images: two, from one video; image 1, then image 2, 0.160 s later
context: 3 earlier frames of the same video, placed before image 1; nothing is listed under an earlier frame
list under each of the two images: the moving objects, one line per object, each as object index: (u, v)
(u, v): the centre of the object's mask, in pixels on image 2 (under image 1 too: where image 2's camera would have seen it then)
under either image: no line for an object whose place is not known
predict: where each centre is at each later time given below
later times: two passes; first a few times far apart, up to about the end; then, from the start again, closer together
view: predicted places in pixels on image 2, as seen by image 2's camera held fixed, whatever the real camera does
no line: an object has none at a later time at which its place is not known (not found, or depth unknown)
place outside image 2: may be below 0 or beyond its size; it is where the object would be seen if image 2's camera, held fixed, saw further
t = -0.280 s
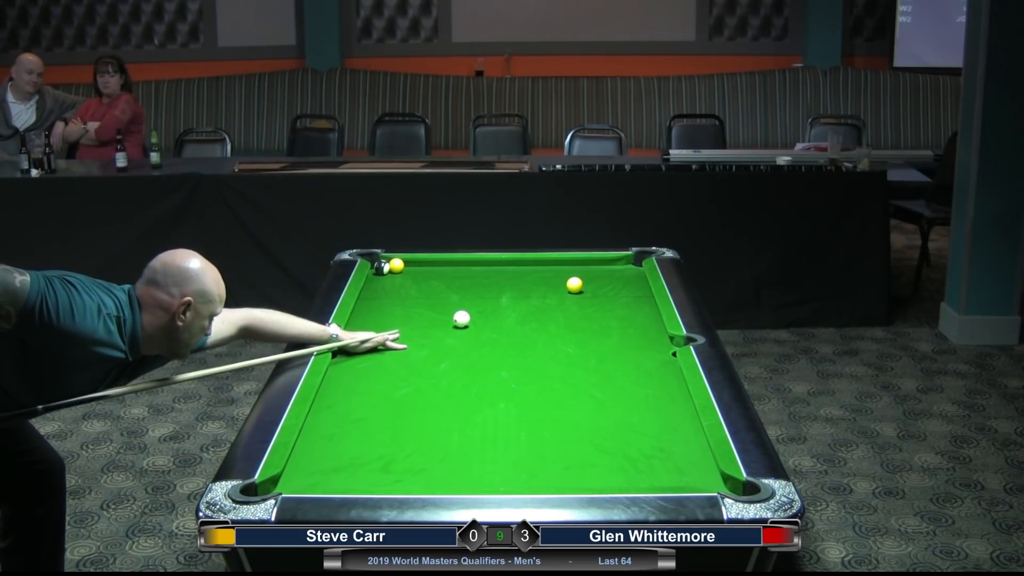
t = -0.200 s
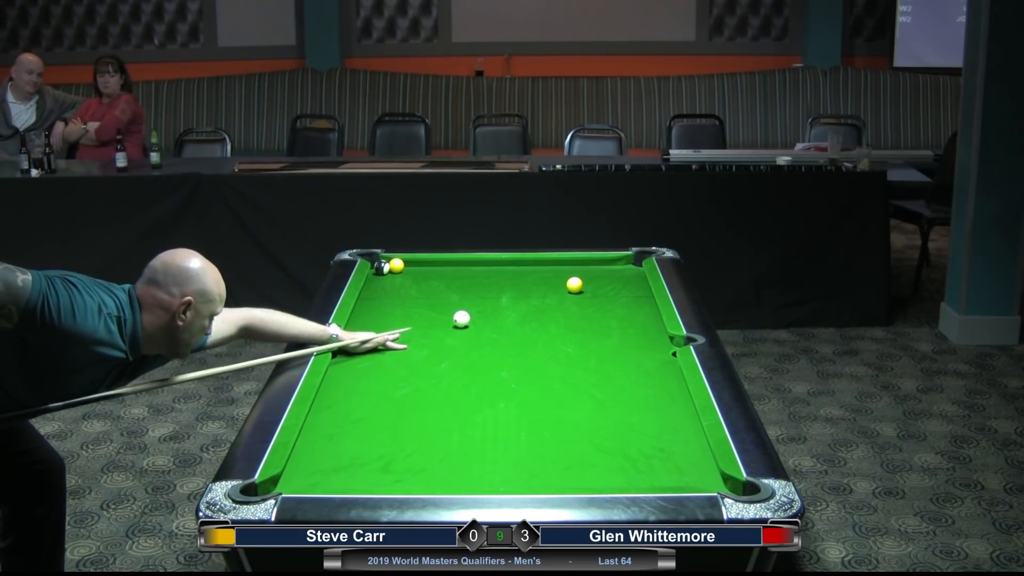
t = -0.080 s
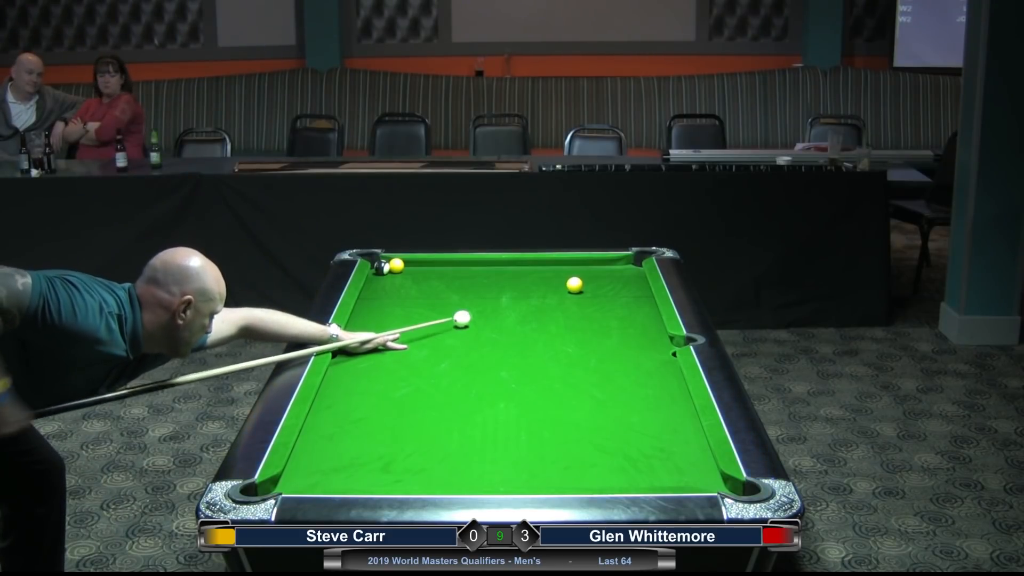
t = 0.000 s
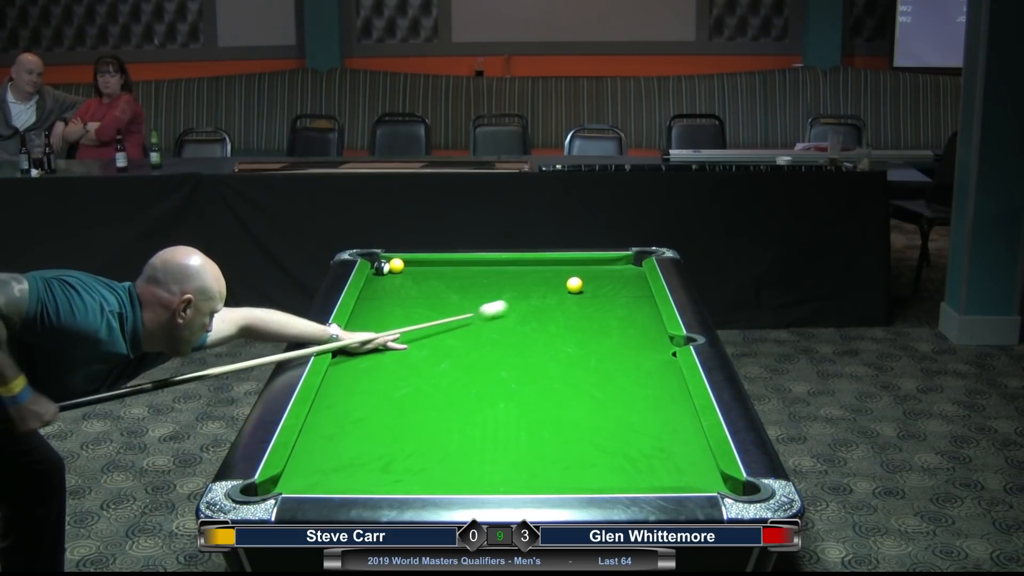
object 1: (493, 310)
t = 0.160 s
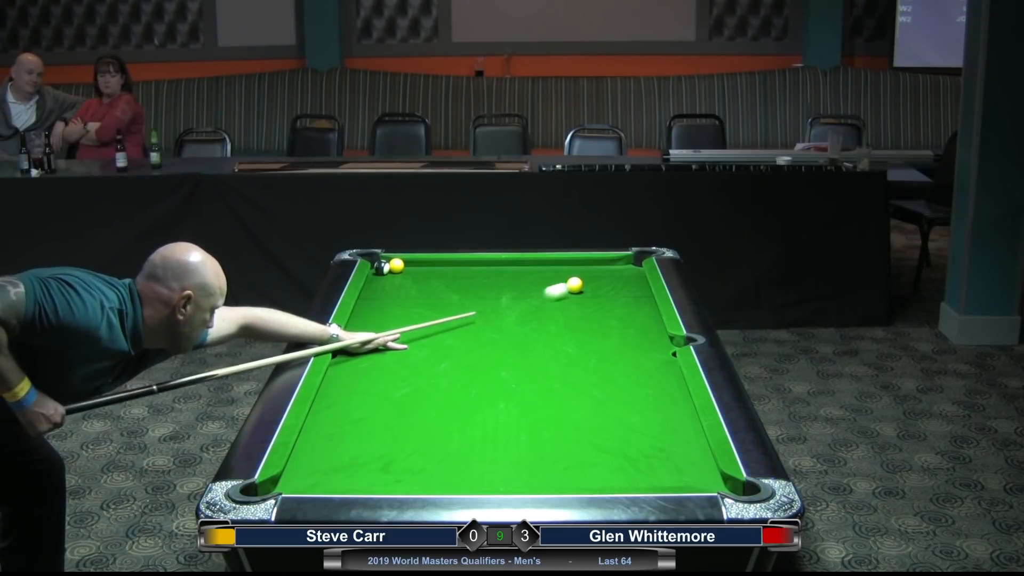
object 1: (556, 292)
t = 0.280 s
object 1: (574, 291)
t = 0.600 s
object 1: (614, 288)
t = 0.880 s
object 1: (641, 287)
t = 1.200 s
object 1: (617, 286)
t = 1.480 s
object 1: (599, 285)
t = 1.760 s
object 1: (584, 285)
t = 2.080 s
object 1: (568, 285)
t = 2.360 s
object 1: (557, 285)
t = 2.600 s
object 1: (550, 285)
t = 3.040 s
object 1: (540, 285)
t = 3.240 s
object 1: (539, 285)
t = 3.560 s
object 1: (538, 285)
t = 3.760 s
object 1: (539, 284)
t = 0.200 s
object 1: (567, 290)
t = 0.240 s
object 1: (570, 290)
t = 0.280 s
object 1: (574, 291)
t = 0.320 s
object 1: (579, 290)
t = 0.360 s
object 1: (584, 290)
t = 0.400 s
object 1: (589, 290)
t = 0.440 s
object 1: (594, 290)
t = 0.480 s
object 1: (599, 289)
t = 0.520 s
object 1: (604, 289)
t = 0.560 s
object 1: (609, 289)
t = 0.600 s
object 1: (614, 288)
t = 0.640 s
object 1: (618, 288)
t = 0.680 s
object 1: (623, 288)
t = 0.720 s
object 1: (628, 288)
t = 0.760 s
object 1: (632, 287)
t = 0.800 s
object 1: (636, 287)
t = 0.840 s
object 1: (641, 287)
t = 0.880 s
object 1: (641, 287)
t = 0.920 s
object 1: (638, 287)
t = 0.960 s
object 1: (635, 287)
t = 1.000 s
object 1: (632, 286)
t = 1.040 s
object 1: (629, 286)
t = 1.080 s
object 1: (626, 286)
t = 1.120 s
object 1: (623, 286)
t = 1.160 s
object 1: (620, 286)
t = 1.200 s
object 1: (617, 286)
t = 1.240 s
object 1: (615, 286)
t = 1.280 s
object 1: (612, 286)
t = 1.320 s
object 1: (609, 286)
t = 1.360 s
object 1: (607, 286)
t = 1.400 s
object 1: (604, 285)
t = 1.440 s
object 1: (602, 285)
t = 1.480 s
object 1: (599, 285)
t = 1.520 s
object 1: (597, 285)
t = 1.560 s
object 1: (595, 285)
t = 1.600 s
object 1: (593, 285)
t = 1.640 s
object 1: (590, 285)
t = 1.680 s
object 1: (588, 285)
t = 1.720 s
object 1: (586, 285)
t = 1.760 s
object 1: (584, 285)
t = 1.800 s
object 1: (582, 285)
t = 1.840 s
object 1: (580, 285)
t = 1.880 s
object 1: (577, 285)
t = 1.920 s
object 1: (575, 285)
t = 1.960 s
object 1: (574, 285)
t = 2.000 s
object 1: (572, 285)
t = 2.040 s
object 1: (570, 285)
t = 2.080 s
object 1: (568, 285)
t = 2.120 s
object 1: (566, 285)
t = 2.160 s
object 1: (565, 285)
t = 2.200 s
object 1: (563, 285)
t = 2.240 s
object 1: (562, 285)
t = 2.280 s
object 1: (560, 285)
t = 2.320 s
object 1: (559, 285)
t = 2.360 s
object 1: (557, 285)
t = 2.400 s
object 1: (556, 285)
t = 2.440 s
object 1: (555, 285)
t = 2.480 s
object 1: (554, 285)
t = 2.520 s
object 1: (552, 285)
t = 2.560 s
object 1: (551, 285)
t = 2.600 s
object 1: (550, 285)
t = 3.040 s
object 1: (540, 285)
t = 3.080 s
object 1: (541, 285)
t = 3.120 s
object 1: (540, 285)
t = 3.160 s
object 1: (540, 285)
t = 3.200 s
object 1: (539, 285)
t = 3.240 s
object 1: (539, 285)
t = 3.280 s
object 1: (539, 285)
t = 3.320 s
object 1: (538, 285)
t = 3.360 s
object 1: (538, 285)
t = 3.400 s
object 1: (538, 285)
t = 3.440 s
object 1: (538, 285)
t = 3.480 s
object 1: (538, 285)
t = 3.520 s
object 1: (538, 285)
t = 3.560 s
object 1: (538, 285)
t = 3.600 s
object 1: (538, 285)
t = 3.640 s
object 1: (538, 285)
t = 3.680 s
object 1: (538, 285)
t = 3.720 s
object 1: (538, 285)
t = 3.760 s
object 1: (539, 284)
